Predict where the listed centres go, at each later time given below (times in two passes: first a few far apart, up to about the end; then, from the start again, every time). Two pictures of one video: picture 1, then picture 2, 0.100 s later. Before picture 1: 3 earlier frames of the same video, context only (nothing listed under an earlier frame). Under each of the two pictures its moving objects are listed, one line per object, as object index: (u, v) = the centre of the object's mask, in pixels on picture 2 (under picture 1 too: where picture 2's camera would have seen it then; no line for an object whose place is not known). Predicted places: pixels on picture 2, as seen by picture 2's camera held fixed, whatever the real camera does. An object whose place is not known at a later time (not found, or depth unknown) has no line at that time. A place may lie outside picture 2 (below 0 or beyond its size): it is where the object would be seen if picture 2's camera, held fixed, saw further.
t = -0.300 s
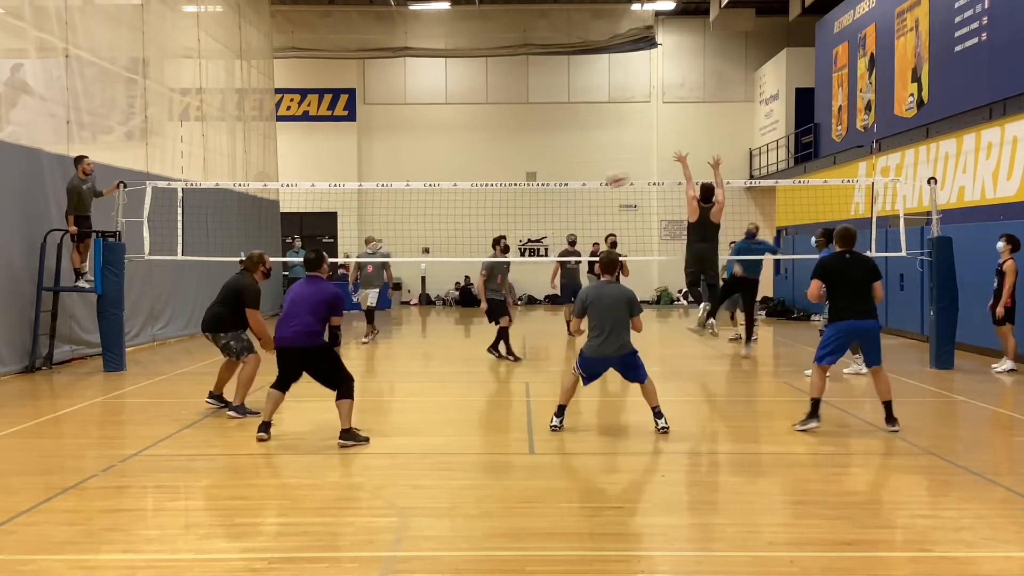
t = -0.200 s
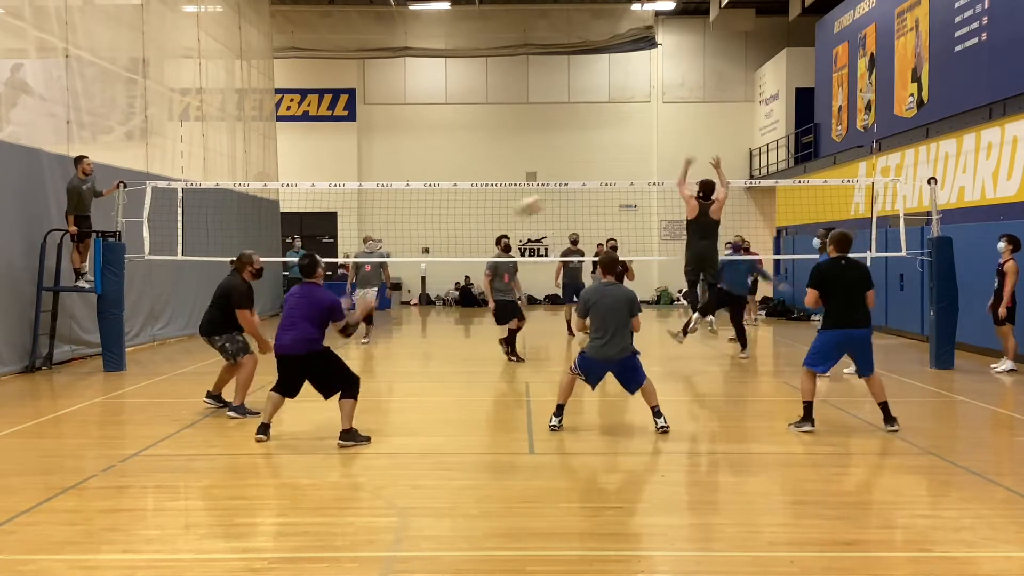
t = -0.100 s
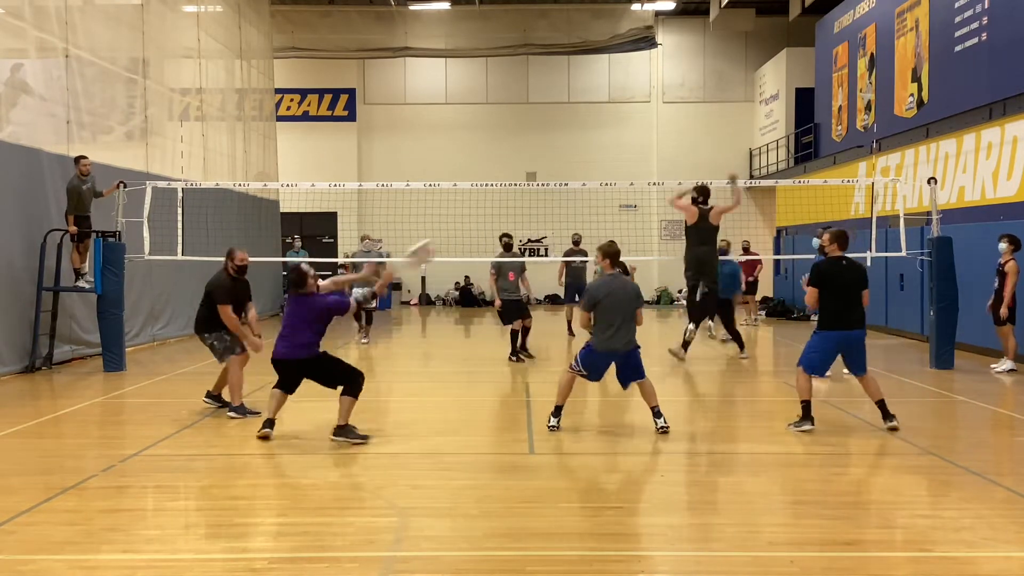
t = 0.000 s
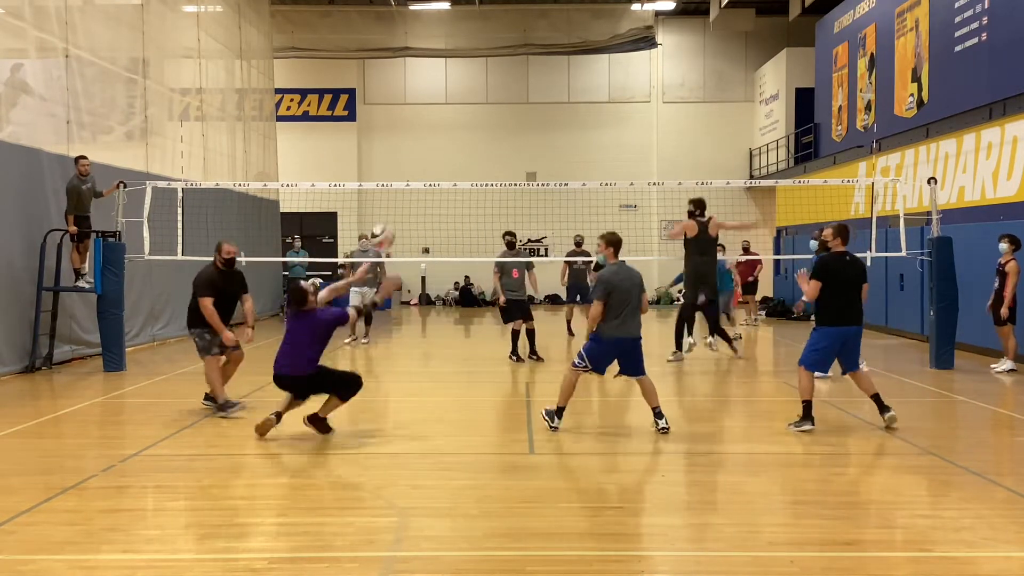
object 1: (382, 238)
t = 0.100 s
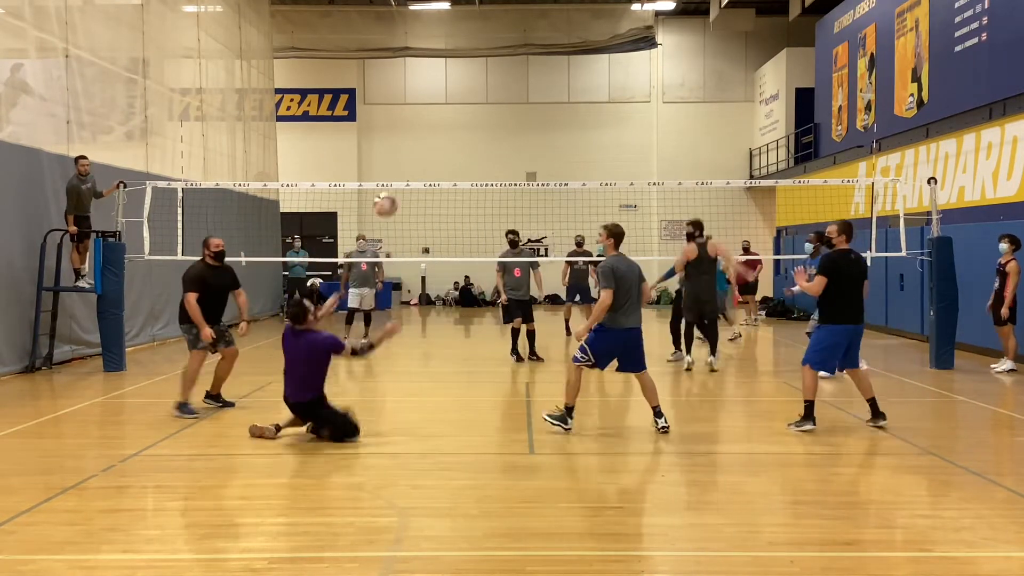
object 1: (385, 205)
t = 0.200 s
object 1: (389, 184)
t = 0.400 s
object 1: (395, 177)
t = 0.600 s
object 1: (402, 212)
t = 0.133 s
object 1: (386, 197)
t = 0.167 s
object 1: (387, 190)
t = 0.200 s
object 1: (389, 184)
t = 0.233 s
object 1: (390, 180)
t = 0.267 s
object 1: (391, 177)
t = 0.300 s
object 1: (392, 175)
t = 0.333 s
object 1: (392, 174)
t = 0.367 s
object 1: (393, 175)
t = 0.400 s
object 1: (395, 177)
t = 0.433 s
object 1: (396, 179)
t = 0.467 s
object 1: (397, 184)
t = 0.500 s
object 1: (398, 189)
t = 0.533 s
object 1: (399, 195)
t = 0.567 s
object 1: (400, 203)
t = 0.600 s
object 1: (402, 212)
